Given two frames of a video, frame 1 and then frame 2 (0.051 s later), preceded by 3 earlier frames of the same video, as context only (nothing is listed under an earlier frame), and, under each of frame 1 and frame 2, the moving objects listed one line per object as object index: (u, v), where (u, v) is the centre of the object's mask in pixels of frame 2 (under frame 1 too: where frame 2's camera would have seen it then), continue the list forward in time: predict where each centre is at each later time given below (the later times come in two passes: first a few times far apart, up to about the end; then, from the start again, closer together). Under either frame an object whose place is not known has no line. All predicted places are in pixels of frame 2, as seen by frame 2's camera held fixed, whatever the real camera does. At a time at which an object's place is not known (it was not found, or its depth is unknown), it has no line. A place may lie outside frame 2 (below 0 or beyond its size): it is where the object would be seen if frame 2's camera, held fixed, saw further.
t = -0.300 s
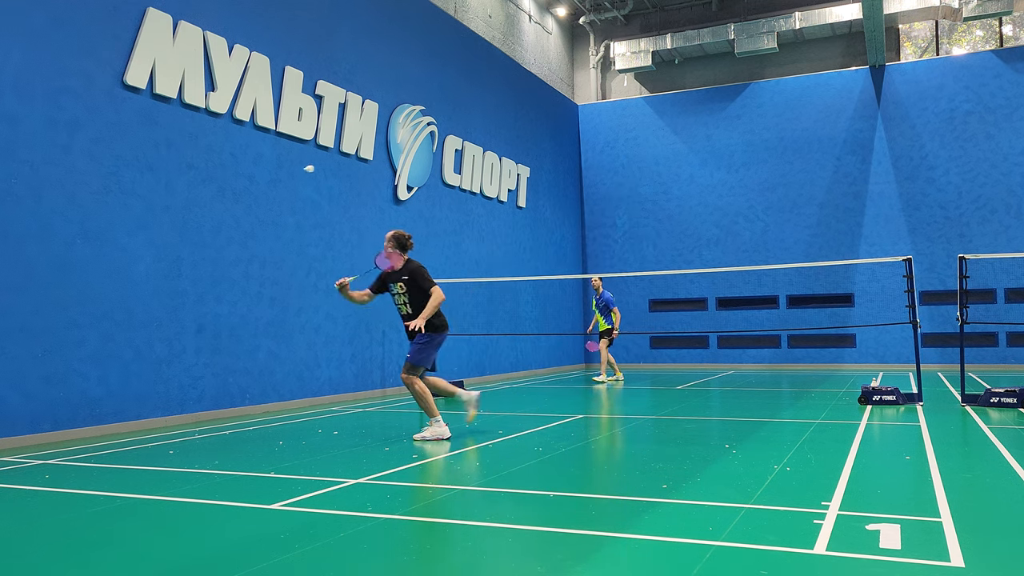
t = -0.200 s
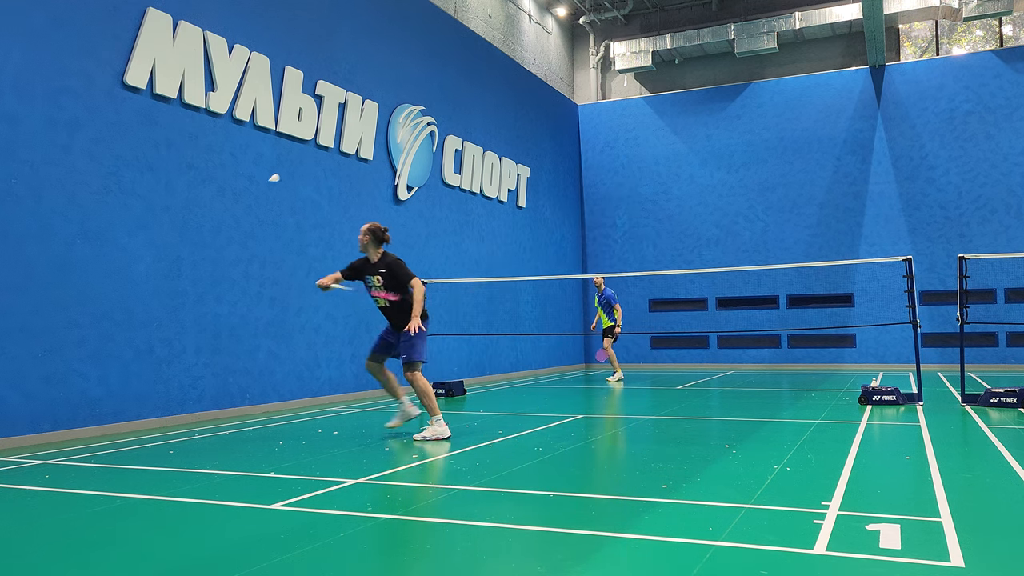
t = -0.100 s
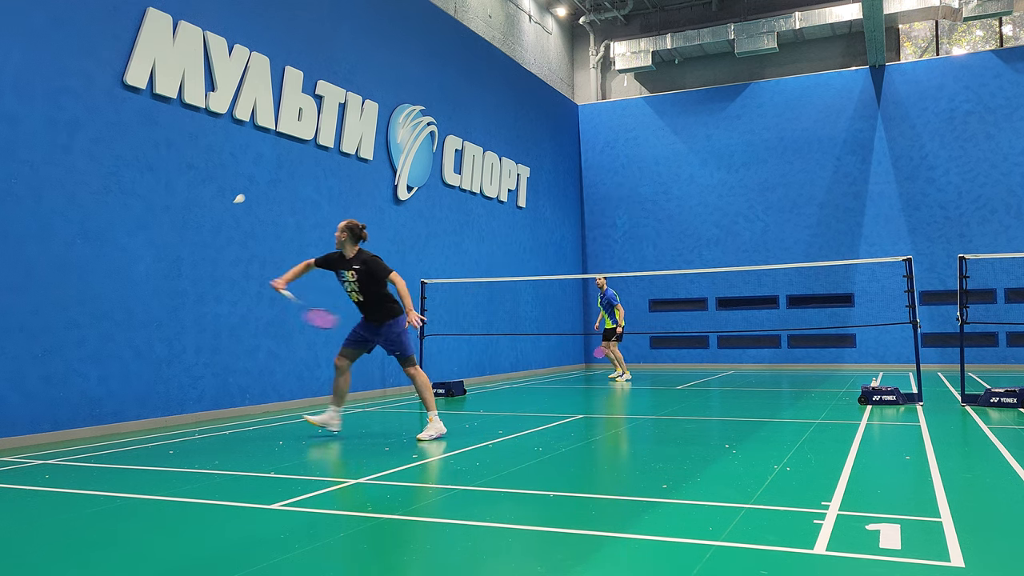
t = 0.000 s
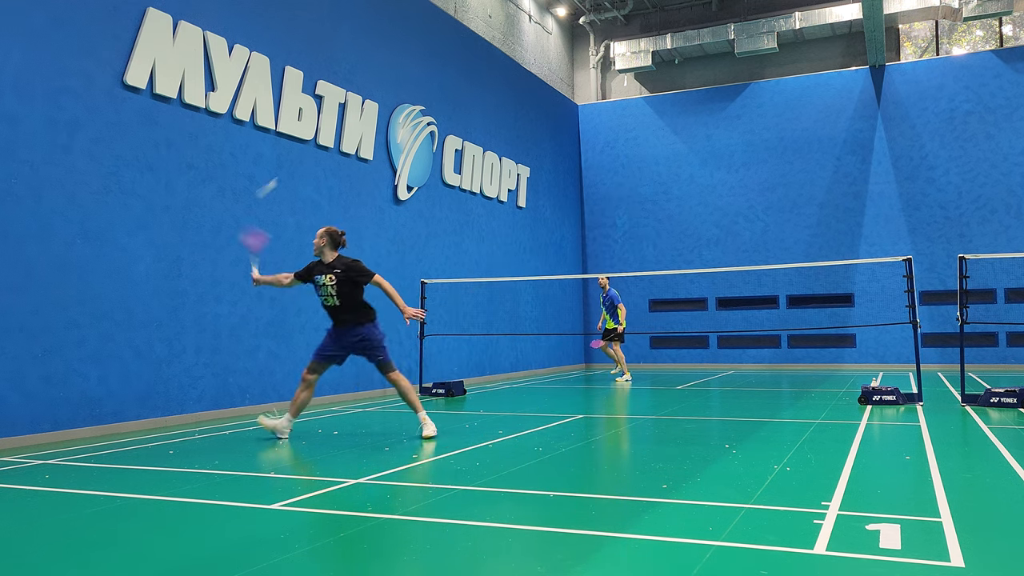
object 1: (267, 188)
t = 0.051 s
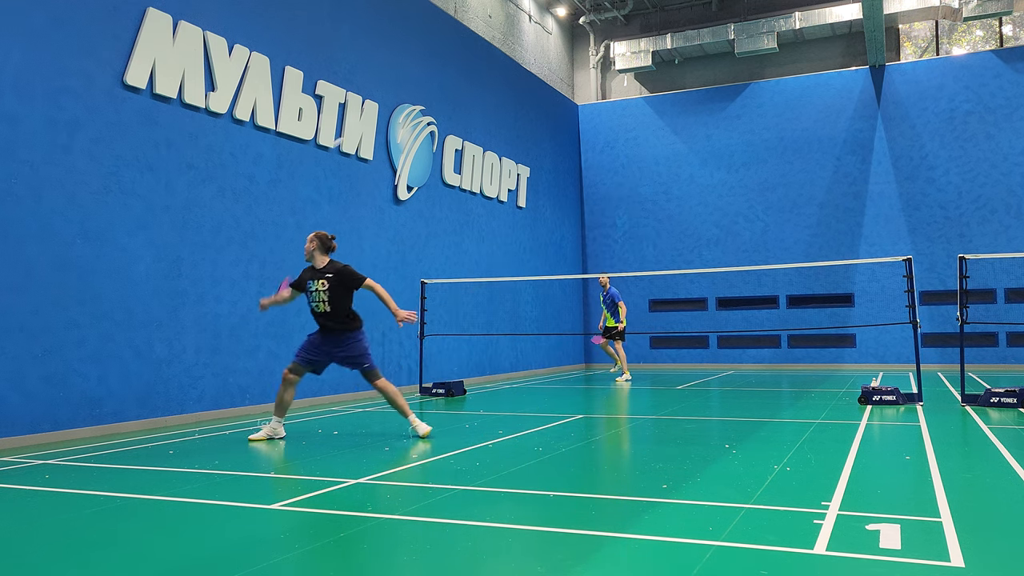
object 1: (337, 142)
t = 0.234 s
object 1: (443, 88)
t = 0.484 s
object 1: (498, 87)
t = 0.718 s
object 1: (527, 112)
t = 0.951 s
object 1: (548, 154)
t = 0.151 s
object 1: (409, 102)
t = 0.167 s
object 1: (417, 99)
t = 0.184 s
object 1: (425, 96)
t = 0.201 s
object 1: (431, 93)
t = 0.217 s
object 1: (438, 91)
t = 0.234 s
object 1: (443, 88)
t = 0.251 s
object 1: (448, 87)
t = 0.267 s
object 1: (453, 86)
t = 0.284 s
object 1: (458, 85)
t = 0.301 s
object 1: (463, 84)
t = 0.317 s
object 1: (467, 83)
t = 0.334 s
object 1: (471, 83)
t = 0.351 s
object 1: (474, 83)
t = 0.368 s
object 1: (478, 83)
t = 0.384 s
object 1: (481, 83)
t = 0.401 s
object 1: (484, 83)
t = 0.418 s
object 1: (487, 84)
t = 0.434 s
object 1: (490, 84)
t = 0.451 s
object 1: (493, 85)
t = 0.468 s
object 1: (495, 86)
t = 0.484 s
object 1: (498, 87)
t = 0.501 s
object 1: (501, 88)
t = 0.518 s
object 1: (503, 90)
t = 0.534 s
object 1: (505, 91)
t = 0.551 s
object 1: (508, 92)
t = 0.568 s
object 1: (510, 94)
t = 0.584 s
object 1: (512, 96)
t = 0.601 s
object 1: (514, 97)
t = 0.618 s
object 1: (516, 99)
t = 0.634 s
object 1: (518, 101)
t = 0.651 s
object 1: (520, 103)
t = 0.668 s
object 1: (522, 105)
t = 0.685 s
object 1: (523, 107)
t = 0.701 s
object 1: (525, 110)
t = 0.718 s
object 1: (527, 112)
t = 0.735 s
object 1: (529, 115)
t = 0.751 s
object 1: (531, 118)
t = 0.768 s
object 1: (532, 120)
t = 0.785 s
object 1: (534, 123)
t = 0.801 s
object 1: (535, 126)
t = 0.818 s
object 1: (537, 128)
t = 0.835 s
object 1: (538, 131)
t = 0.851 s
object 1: (540, 134)
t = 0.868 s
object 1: (541, 137)
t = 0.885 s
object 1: (543, 141)
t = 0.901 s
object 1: (544, 144)
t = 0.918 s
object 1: (545, 147)
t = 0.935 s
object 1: (547, 150)
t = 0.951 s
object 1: (548, 154)
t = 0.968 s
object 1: (549, 157)
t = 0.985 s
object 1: (550, 161)
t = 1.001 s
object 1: (552, 164)
